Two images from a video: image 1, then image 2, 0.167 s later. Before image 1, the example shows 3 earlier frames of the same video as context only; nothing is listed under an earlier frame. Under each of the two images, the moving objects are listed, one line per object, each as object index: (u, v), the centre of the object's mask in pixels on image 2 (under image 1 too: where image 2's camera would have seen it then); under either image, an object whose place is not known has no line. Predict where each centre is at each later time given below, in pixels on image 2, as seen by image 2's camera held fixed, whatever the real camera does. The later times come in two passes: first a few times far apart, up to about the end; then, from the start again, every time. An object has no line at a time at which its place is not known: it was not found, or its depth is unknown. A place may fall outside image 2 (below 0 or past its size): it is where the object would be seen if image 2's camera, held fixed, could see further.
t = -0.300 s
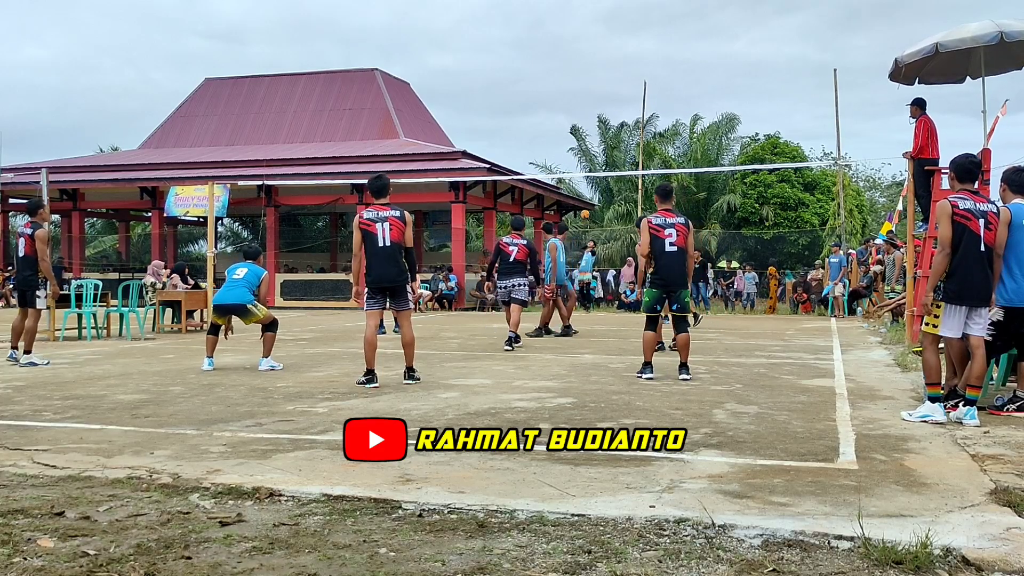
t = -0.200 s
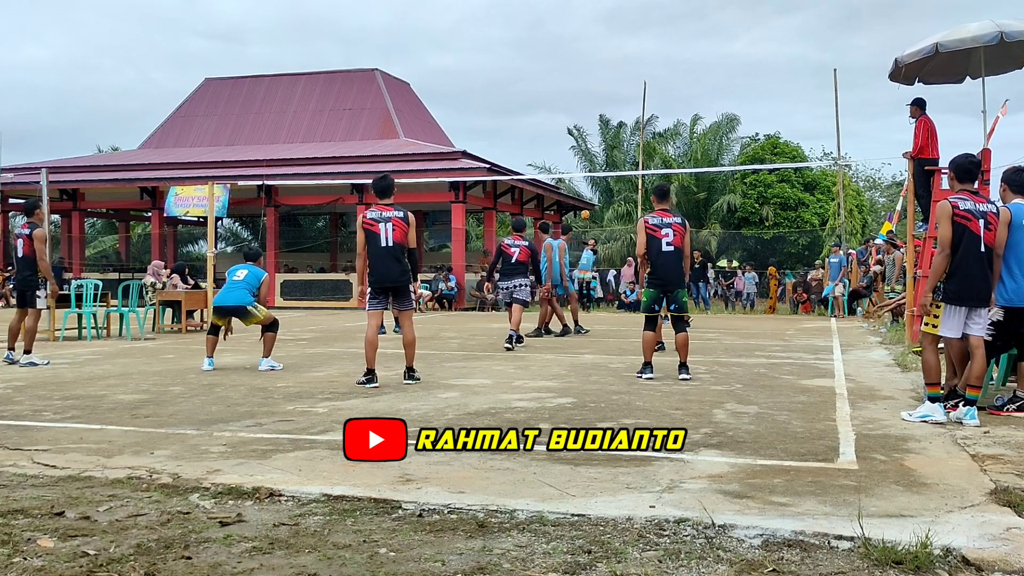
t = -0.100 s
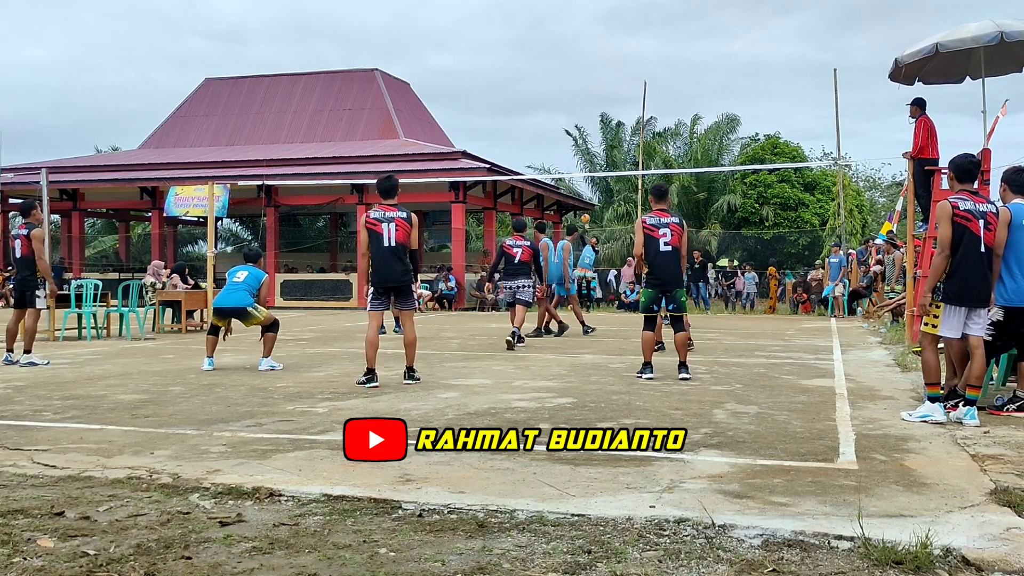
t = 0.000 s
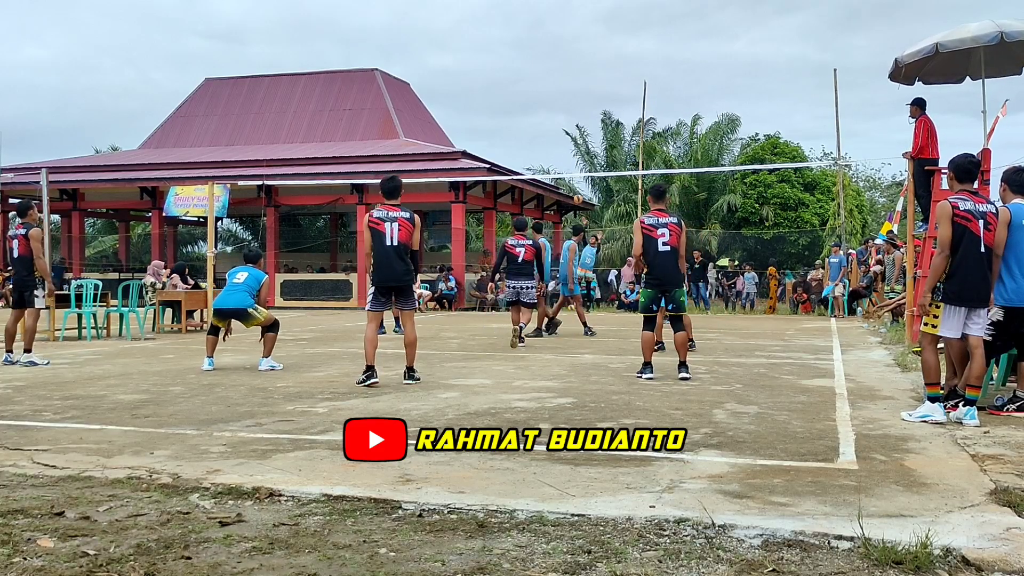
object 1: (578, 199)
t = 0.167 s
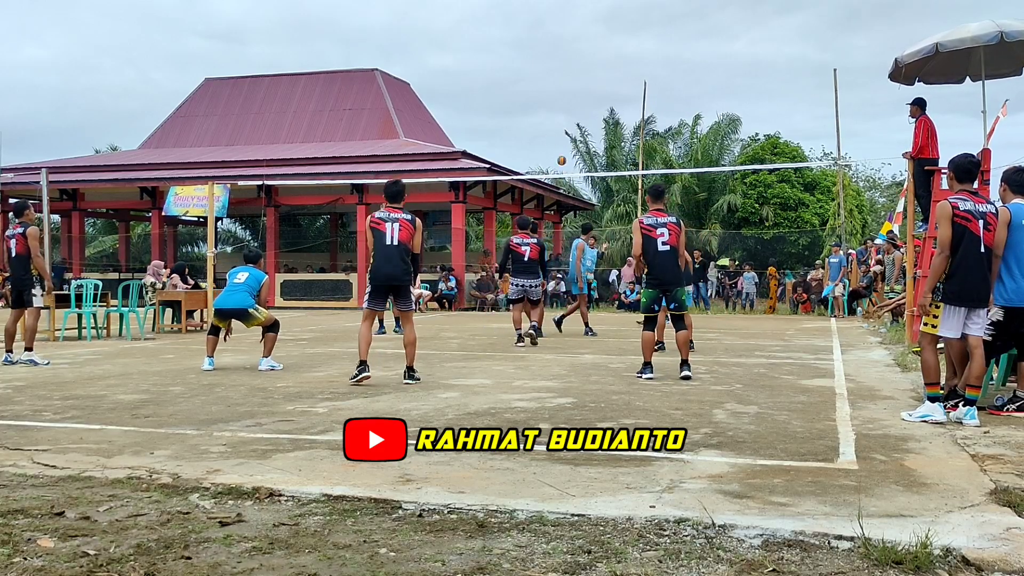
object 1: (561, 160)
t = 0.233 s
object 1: (553, 147)
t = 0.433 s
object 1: (526, 114)
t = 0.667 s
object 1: (484, 98)
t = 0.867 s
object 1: (441, 109)
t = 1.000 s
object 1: (406, 133)
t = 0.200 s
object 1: (557, 153)
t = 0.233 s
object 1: (553, 147)
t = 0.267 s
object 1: (549, 140)
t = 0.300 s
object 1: (545, 134)
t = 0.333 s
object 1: (541, 129)
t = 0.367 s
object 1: (536, 123)
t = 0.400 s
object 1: (531, 118)
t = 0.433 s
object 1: (526, 114)
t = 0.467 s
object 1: (521, 110)
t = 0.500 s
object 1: (515, 107)
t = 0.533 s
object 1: (510, 104)
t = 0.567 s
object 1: (504, 102)
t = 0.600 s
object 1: (497, 101)
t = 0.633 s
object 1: (491, 99)
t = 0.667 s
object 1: (484, 98)
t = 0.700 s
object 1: (478, 99)
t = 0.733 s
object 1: (471, 99)
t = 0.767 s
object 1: (464, 100)
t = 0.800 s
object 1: (456, 102)
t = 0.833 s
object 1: (449, 105)
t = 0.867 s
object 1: (441, 109)
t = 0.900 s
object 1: (433, 113)
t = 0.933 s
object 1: (424, 119)
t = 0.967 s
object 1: (415, 125)
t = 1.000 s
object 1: (406, 133)
